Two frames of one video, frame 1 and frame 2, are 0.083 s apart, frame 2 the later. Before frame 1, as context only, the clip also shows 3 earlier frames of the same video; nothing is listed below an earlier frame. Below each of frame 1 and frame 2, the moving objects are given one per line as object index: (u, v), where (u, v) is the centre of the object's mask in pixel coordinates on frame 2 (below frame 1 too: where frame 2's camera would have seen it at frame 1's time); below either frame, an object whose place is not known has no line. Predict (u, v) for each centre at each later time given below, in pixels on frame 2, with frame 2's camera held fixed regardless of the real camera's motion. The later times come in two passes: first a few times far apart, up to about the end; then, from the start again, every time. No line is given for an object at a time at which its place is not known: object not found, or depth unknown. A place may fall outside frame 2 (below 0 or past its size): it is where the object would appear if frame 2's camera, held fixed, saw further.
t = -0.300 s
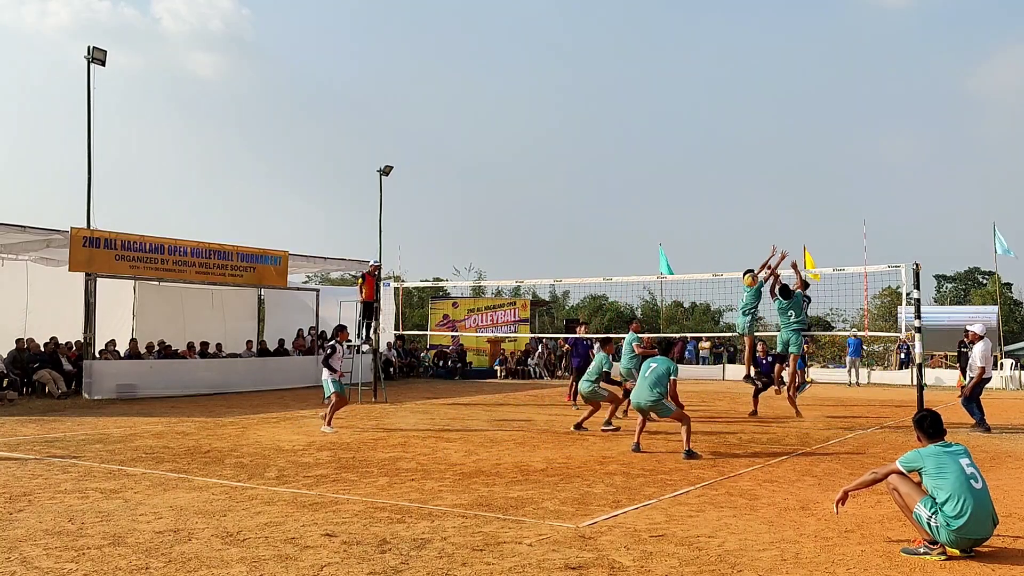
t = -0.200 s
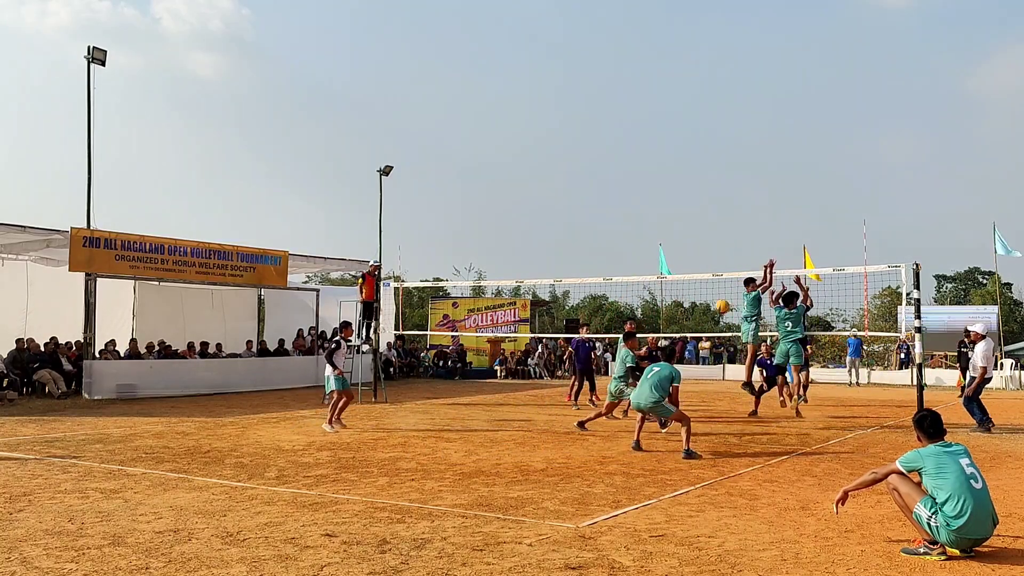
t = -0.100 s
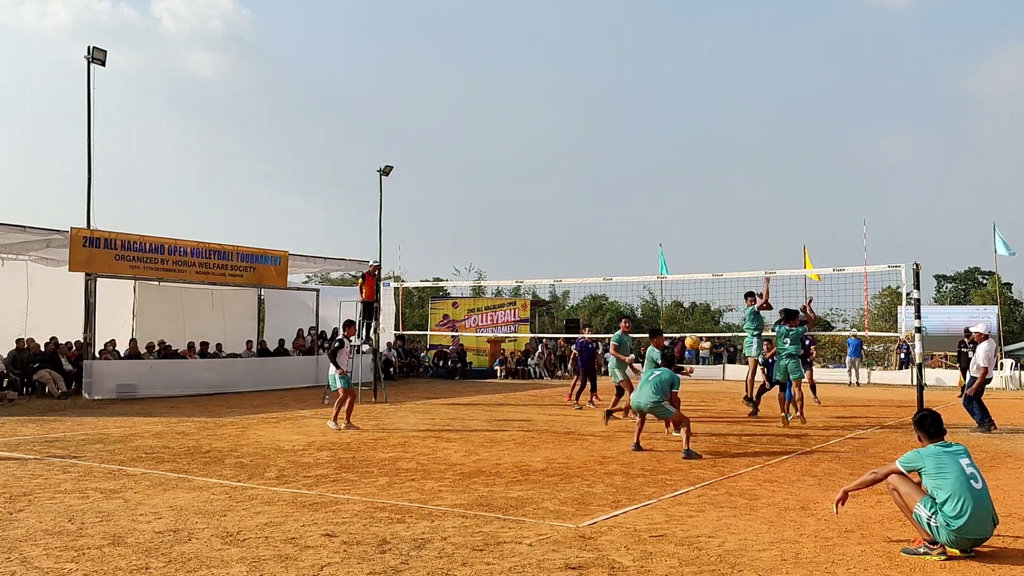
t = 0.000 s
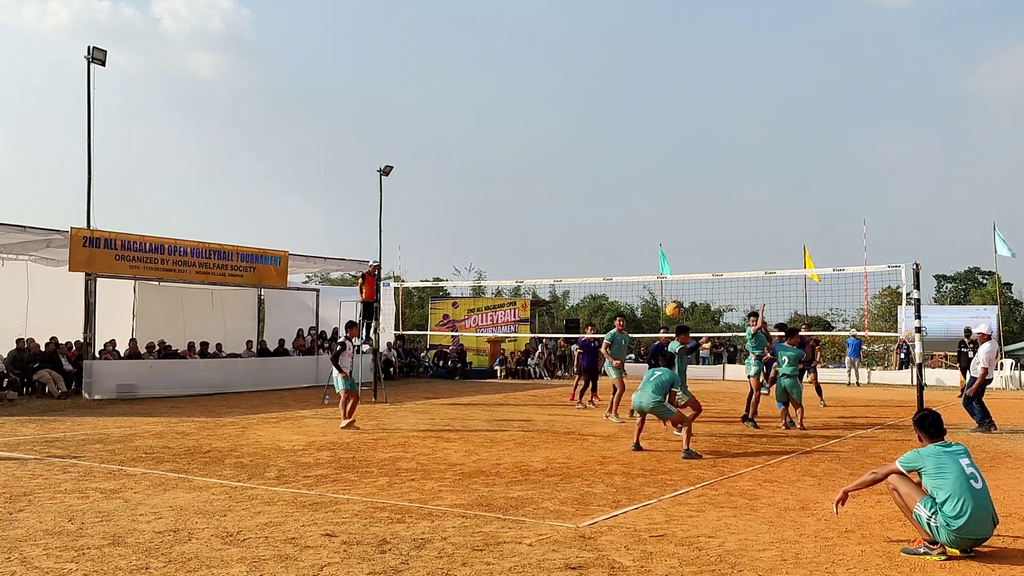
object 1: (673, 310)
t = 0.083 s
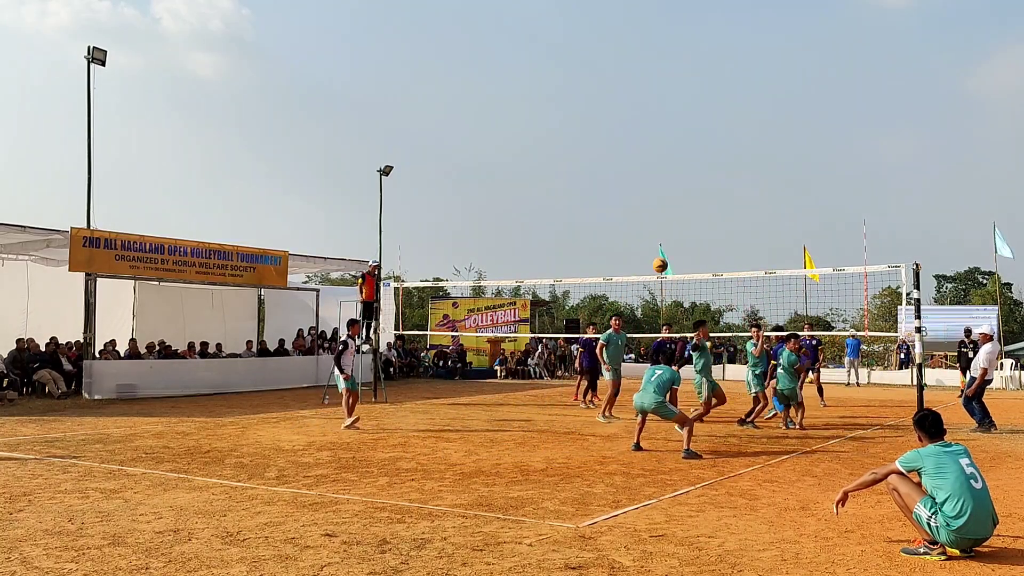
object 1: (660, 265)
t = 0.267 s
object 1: (628, 181)
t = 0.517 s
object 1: (580, 103)
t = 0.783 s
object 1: (525, 69)
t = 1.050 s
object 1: (462, 95)
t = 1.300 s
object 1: (396, 187)
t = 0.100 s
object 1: (657, 257)
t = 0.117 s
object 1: (654, 248)
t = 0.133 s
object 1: (652, 240)
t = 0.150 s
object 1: (649, 232)
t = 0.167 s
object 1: (646, 224)
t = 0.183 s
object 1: (643, 216)
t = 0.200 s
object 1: (640, 209)
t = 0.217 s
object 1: (637, 202)
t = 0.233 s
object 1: (634, 195)
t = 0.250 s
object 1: (632, 188)
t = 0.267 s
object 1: (628, 181)
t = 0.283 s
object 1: (625, 174)
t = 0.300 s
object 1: (622, 168)
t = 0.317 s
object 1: (619, 162)
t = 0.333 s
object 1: (616, 156)
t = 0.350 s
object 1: (613, 150)
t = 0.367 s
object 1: (610, 144)
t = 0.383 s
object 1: (607, 139)
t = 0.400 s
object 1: (603, 134)
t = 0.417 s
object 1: (600, 129)
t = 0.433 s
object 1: (597, 124)
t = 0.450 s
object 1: (594, 119)
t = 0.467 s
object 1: (591, 115)
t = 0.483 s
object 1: (587, 110)
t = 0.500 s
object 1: (584, 106)
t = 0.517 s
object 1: (580, 103)
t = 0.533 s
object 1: (577, 99)
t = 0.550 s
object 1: (574, 95)
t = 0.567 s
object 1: (571, 92)
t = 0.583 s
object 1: (567, 89)
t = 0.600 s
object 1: (564, 86)
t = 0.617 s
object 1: (560, 84)
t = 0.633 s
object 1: (557, 81)
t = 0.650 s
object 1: (553, 79)
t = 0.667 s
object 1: (550, 77)
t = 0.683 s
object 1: (546, 75)
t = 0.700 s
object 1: (543, 73)
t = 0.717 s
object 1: (539, 72)
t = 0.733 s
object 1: (535, 71)
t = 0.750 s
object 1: (532, 70)
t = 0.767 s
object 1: (528, 69)
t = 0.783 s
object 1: (525, 69)
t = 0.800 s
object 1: (521, 68)
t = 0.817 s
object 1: (517, 68)
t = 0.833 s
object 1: (513, 69)
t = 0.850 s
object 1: (510, 69)
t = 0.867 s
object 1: (506, 70)
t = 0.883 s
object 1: (502, 71)
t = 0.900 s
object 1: (498, 72)
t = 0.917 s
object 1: (494, 74)
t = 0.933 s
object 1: (490, 75)
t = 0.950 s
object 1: (486, 78)
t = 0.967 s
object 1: (482, 80)
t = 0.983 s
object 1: (478, 82)
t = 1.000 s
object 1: (474, 85)
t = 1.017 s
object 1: (470, 88)
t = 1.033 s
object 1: (466, 92)
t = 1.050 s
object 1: (462, 95)
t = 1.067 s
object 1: (458, 99)
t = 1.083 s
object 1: (454, 103)
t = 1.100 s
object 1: (449, 108)
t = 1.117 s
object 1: (445, 113)
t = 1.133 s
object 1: (440, 118)
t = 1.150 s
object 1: (436, 123)
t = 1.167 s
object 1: (432, 129)
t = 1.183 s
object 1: (427, 135)
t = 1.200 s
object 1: (423, 142)
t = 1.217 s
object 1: (419, 148)
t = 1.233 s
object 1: (414, 156)
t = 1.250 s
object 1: (409, 163)
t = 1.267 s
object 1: (405, 171)
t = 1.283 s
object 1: (400, 179)
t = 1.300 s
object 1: (396, 187)
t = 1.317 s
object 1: (391, 196)
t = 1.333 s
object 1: (386, 206)
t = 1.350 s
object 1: (382, 215)
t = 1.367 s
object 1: (377, 225)
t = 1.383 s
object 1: (373, 236)
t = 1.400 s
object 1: (368, 247)
